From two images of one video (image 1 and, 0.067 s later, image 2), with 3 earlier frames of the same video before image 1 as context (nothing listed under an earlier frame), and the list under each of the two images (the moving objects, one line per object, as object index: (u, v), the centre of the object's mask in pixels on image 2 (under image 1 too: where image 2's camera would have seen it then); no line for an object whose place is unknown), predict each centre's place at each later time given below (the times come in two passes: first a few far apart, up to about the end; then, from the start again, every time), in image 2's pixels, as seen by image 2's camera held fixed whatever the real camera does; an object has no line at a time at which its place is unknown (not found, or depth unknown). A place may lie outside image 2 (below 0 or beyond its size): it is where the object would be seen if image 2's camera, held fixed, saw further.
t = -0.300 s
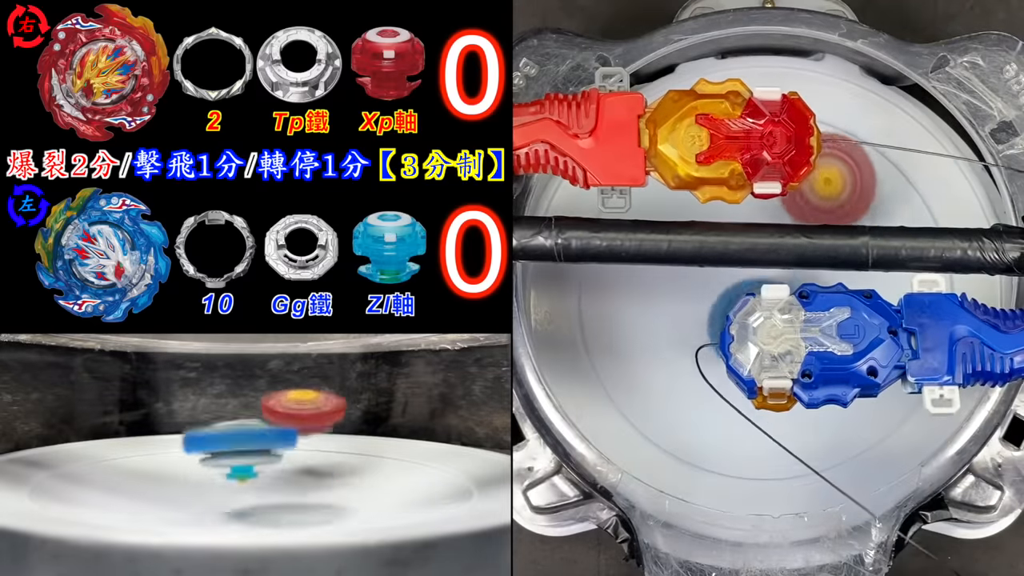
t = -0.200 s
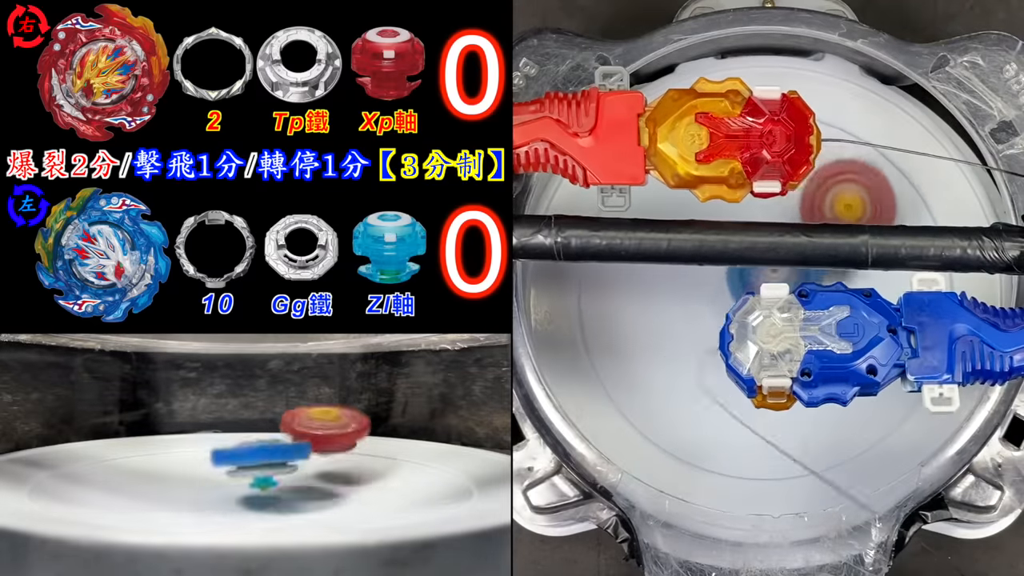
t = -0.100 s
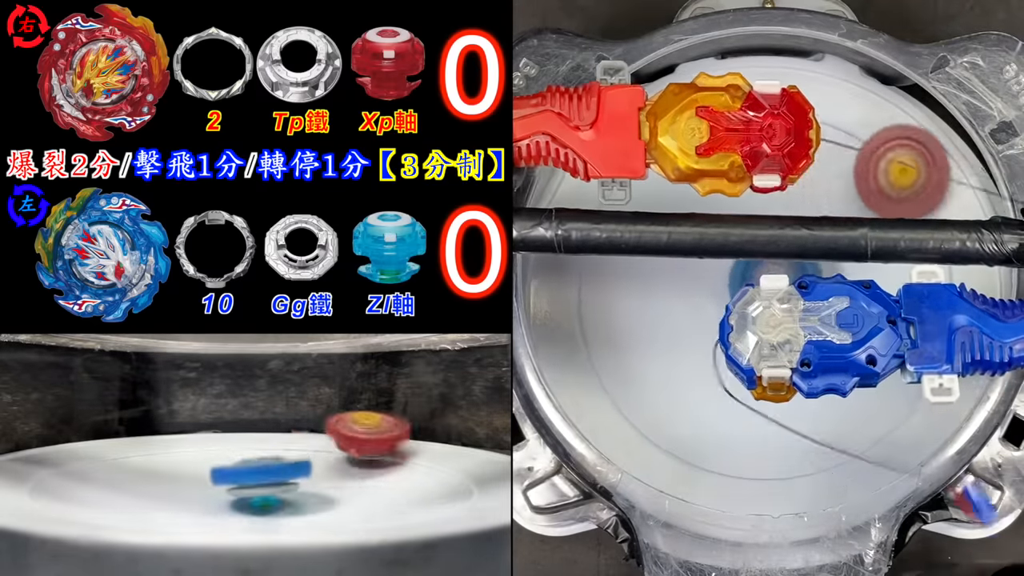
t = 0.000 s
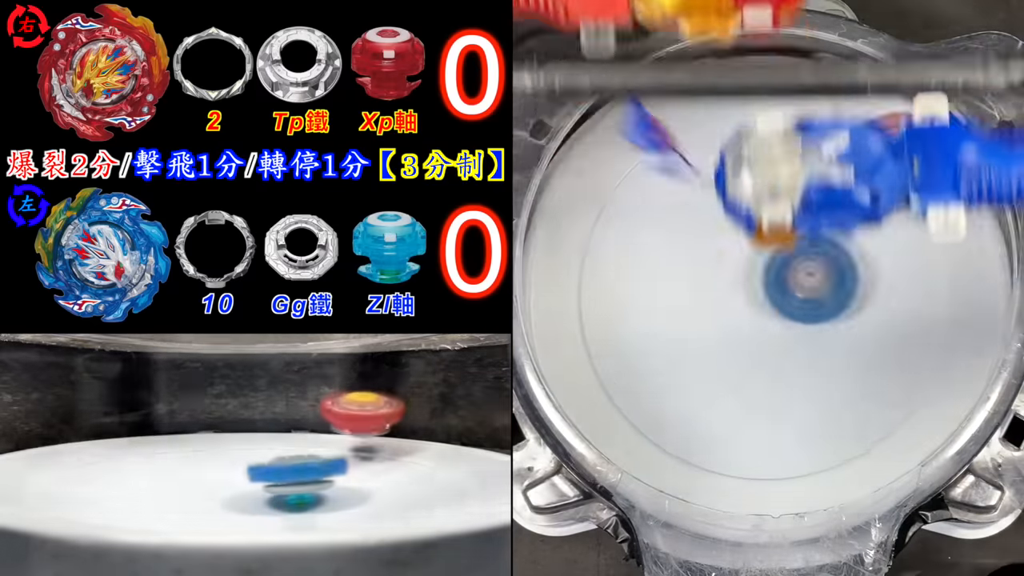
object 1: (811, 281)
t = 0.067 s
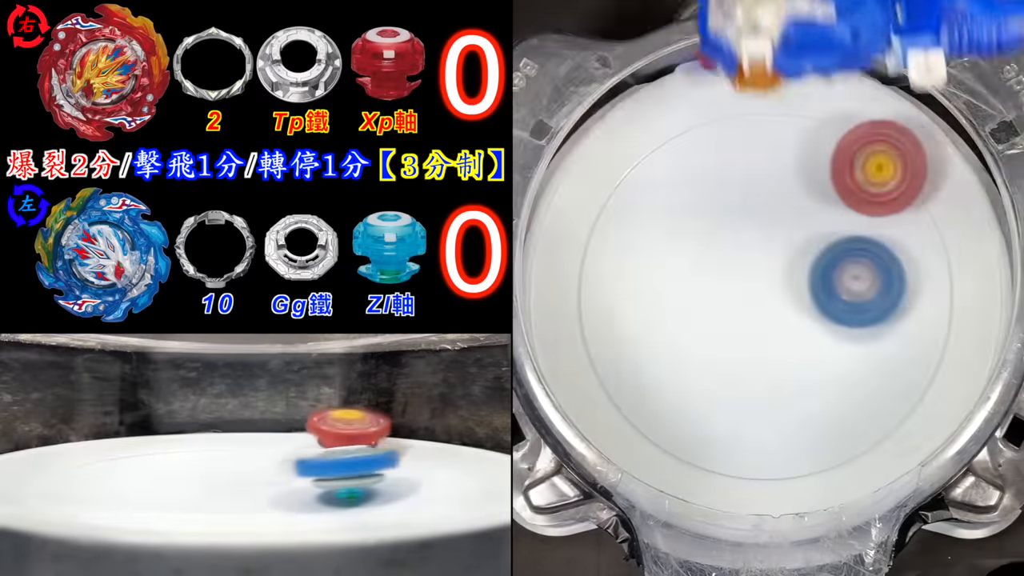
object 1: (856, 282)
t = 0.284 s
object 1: (902, 398)
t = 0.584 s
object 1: (670, 262)
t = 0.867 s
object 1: (756, 165)
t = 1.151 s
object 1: (669, 409)
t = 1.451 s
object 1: (636, 190)
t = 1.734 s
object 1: (628, 402)
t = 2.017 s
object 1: (742, 397)
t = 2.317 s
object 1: (612, 268)
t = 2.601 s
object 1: (757, 218)
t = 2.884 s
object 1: (774, 359)
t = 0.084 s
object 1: (867, 285)
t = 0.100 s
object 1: (879, 290)
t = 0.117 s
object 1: (889, 295)
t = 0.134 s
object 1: (900, 303)
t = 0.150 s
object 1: (907, 311)
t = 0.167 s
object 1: (912, 320)
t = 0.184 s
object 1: (918, 331)
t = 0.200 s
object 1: (923, 343)
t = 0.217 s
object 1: (927, 356)
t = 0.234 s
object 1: (924, 366)
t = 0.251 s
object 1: (921, 377)
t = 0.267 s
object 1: (914, 388)
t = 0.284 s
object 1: (902, 398)
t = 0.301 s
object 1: (889, 407)
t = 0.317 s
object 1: (874, 415)
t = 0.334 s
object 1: (858, 421)
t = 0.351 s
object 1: (842, 426)
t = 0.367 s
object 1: (824, 429)
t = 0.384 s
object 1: (808, 431)
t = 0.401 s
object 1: (787, 428)
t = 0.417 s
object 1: (768, 424)
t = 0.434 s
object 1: (750, 416)
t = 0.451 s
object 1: (733, 407)
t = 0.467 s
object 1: (722, 397)
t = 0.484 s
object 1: (702, 381)
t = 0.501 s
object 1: (690, 365)
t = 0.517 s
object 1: (685, 348)
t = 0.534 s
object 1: (678, 328)
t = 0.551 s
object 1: (672, 306)
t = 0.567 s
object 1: (670, 284)
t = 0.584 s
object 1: (670, 262)
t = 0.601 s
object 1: (673, 240)
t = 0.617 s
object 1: (677, 217)
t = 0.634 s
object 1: (684, 195)
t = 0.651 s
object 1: (691, 173)
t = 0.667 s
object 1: (700, 152)
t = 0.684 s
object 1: (710, 133)
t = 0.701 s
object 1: (720, 115)
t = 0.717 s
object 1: (733, 102)
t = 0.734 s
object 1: (747, 89)
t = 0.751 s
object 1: (762, 92)
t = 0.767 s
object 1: (778, 99)
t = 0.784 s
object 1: (794, 106)
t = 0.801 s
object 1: (811, 114)
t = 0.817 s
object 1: (827, 123)
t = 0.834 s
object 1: (819, 135)
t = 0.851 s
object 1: (788, 149)
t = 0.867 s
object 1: (756, 165)
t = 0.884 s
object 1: (725, 182)
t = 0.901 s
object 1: (695, 199)
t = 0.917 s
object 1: (667, 215)
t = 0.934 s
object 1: (640, 231)
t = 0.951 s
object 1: (614, 247)
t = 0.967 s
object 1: (590, 264)
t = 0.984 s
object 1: (572, 280)
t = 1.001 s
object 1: (563, 295)
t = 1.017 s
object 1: (566, 310)
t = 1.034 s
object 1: (574, 326)
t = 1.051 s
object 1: (583, 342)
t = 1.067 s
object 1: (594, 358)
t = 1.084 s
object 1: (607, 369)
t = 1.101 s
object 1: (622, 380)
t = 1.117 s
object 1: (637, 391)
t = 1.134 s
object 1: (653, 402)
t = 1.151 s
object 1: (669, 409)
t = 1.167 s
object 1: (686, 415)
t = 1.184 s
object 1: (702, 418)
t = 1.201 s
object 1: (698, 420)
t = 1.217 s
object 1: (673, 422)
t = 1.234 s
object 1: (650, 422)
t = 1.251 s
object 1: (631, 413)
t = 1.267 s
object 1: (615, 403)
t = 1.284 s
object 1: (601, 393)
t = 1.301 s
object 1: (590, 381)
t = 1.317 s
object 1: (585, 363)
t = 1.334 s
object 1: (582, 344)
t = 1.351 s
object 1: (582, 322)
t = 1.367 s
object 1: (586, 301)
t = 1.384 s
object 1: (590, 279)
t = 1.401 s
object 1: (599, 257)
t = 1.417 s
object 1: (609, 234)
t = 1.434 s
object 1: (621, 211)
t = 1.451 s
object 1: (636, 190)
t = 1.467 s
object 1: (652, 171)
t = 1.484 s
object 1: (668, 154)
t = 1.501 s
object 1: (674, 146)
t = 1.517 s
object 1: (654, 166)
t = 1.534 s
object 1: (630, 190)
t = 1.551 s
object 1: (611, 211)
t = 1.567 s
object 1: (593, 233)
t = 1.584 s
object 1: (574, 256)
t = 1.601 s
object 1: (566, 276)
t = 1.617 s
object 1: (563, 296)
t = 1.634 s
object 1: (569, 314)
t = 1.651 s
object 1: (576, 331)
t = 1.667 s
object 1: (584, 346)
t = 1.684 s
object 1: (595, 362)
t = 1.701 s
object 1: (604, 376)
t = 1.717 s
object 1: (616, 389)
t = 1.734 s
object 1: (628, 402)
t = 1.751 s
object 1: (643, 411)
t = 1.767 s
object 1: (659, 419)
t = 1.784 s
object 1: (675, 424)
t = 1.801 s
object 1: (690, 429)
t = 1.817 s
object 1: (705, 431)
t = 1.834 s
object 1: (718, 433)
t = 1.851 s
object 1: (732, 431)
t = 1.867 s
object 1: (744, 430)
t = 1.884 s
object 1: (752, 427)
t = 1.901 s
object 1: (756, 427)
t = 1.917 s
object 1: (759, 425)
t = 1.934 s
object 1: (760, 422)
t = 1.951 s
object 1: (759, 418)
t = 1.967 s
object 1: (757, 414)
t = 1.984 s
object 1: (753, 409)
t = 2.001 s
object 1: (749, 404)
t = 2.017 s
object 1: (742, 397)
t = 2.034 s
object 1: (736, 391)
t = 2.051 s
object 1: (728, 383)
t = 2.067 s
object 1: (720, 377)
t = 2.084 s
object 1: (711, 369)
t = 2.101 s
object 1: (703, 363)
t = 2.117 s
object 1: (695, 354)
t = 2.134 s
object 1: (688, 347)
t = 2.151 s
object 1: (682, 337)
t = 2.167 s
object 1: (676, 329)
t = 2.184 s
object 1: (671, 318)
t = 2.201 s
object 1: (667, 309)
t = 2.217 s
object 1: (657, 302)
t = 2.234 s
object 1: (643, 298)
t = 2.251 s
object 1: (633, 292)
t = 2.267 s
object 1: (624, 287)
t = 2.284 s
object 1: (618, 280)
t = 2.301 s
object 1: (614, 274)
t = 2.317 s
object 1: (612, 268)
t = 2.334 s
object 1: (612, 261)
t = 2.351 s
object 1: (615, 255)
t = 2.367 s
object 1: (619, 248)
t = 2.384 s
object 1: (624, 242)
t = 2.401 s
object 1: (633, 235)
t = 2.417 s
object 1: (640, 229)
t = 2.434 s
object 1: (650, 223)
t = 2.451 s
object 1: (660, 217)
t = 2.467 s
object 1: (671, 214)
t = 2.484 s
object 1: (682, 210)
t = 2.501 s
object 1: (692, 208)
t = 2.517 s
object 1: (705, 207)
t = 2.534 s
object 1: (714, 206)
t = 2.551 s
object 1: (727, 208)
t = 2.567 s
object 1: (737, 210)
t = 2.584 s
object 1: (747, 214)
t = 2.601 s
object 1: (757, 218)
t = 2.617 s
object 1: (766, 224)
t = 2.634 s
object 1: (775, 230)
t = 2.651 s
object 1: (782, 237)
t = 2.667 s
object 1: (790, 245)
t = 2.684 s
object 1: (796, 253)
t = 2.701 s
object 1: (800, 262)
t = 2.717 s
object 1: (804, 271)
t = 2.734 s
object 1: (806, 281)
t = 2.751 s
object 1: (807, 290)
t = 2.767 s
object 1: (806, 300)
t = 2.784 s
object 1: (805, 310)
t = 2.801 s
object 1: (802, 318)
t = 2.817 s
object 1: (797, 328)
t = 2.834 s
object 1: (793, 336)
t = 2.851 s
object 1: (787, 344)
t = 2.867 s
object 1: (781, 352)
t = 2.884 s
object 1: (774, 359)
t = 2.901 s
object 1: (766, 365)
